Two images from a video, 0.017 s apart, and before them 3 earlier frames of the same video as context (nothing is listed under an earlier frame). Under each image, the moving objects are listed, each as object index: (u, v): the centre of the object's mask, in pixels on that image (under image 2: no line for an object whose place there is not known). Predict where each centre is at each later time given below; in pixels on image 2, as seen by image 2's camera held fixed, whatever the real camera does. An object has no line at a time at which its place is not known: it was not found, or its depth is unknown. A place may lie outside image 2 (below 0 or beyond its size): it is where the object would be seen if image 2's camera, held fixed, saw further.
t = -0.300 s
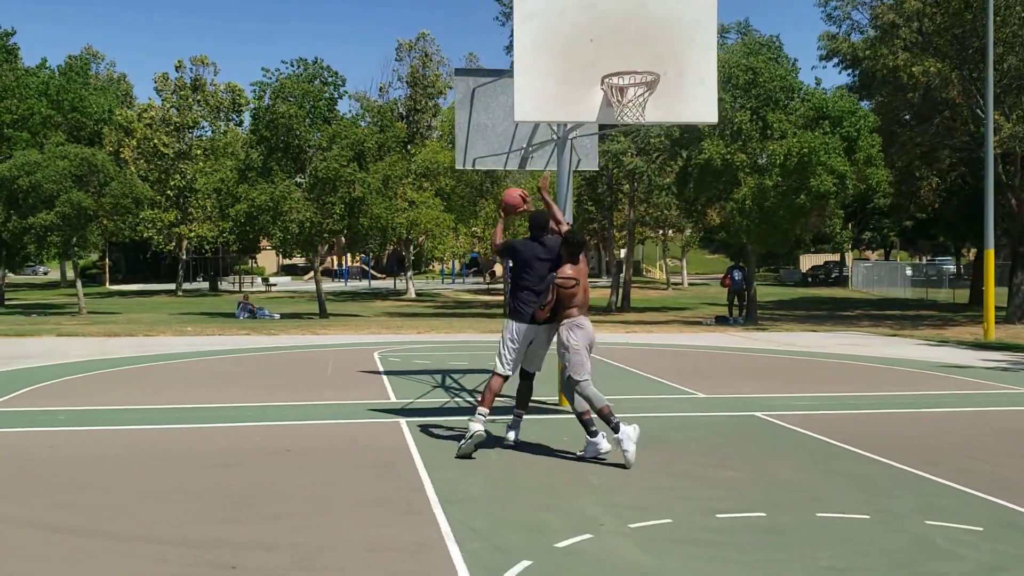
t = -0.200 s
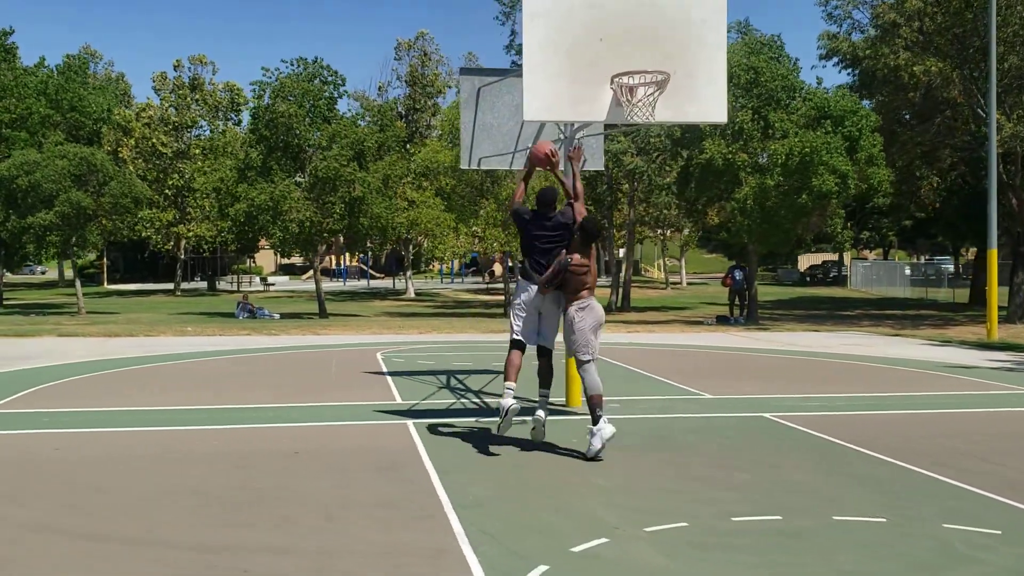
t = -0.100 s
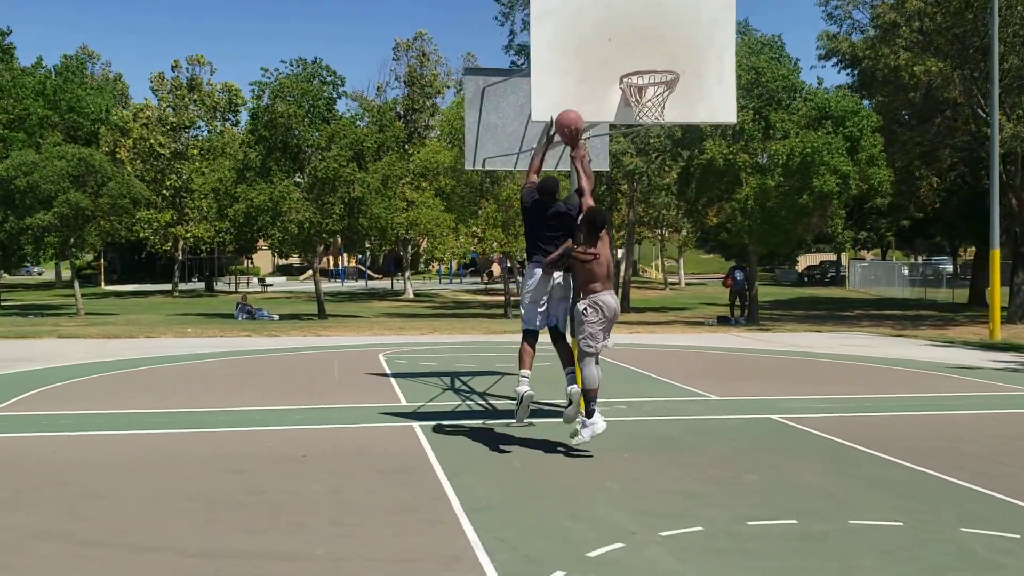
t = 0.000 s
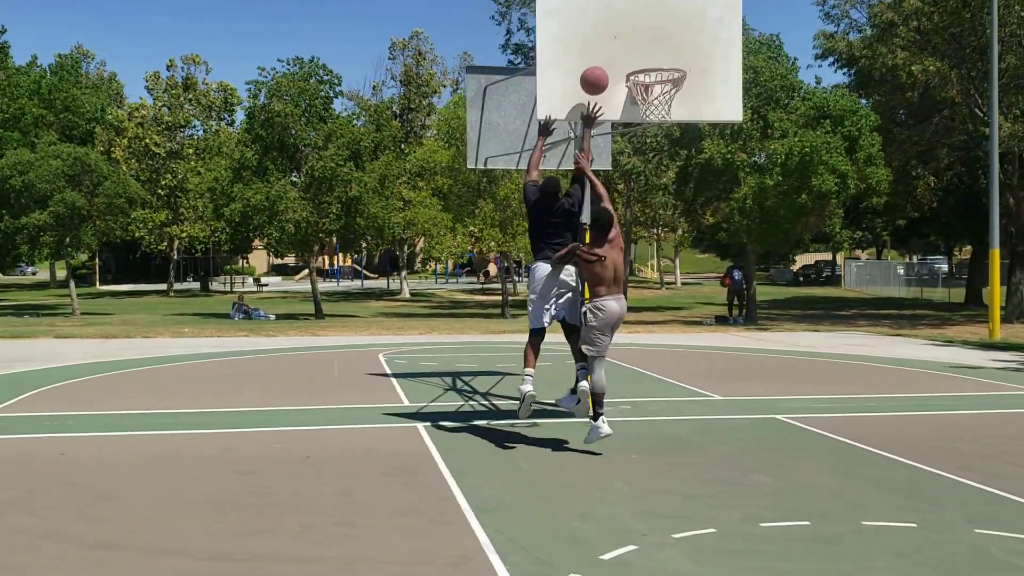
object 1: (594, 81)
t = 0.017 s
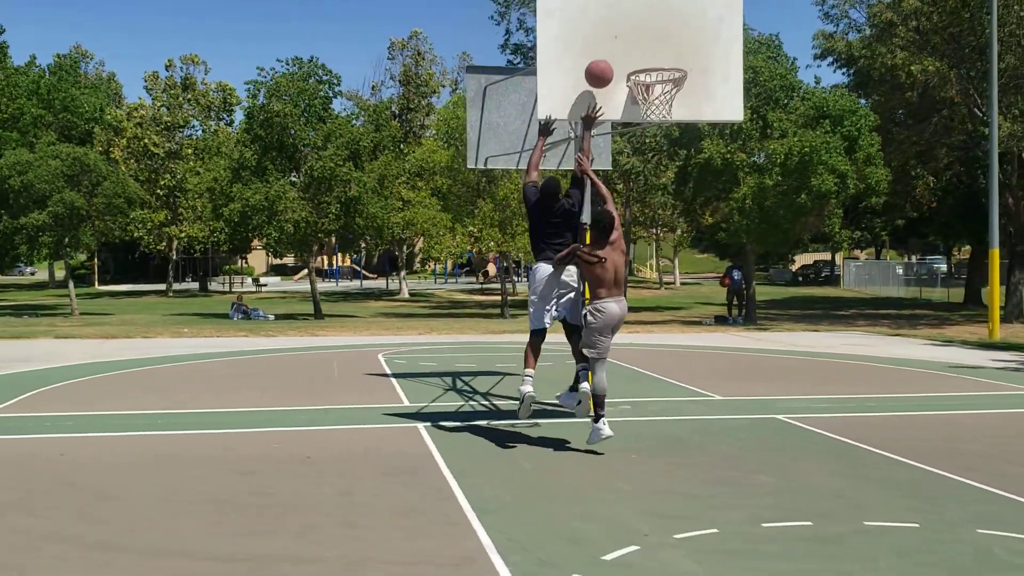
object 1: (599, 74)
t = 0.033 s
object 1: (603, 68)
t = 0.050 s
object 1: (607, 62)
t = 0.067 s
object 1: (612, 57)
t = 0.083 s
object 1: (616, 53)
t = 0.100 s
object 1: (620, 50)
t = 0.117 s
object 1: (625, 47)
